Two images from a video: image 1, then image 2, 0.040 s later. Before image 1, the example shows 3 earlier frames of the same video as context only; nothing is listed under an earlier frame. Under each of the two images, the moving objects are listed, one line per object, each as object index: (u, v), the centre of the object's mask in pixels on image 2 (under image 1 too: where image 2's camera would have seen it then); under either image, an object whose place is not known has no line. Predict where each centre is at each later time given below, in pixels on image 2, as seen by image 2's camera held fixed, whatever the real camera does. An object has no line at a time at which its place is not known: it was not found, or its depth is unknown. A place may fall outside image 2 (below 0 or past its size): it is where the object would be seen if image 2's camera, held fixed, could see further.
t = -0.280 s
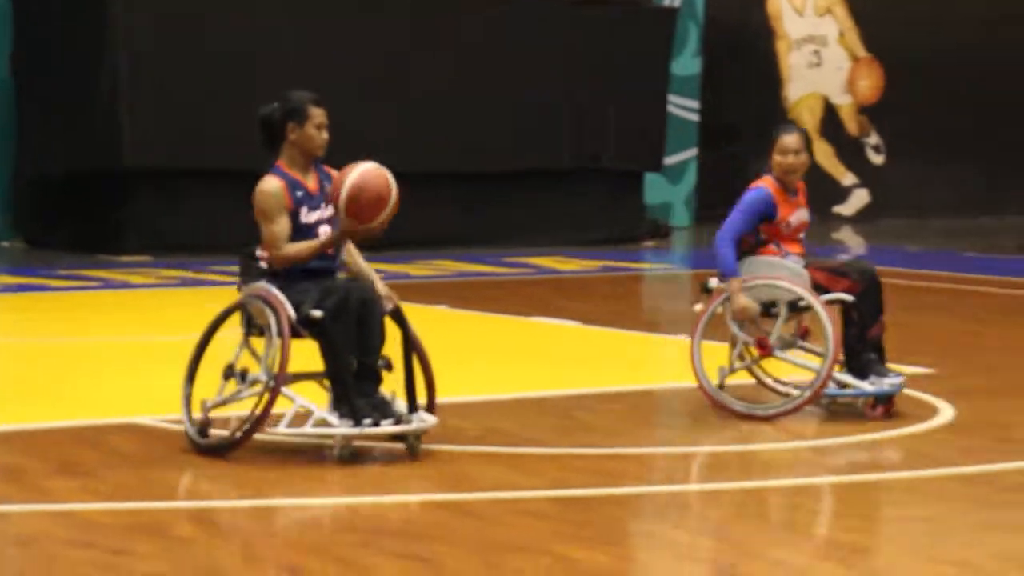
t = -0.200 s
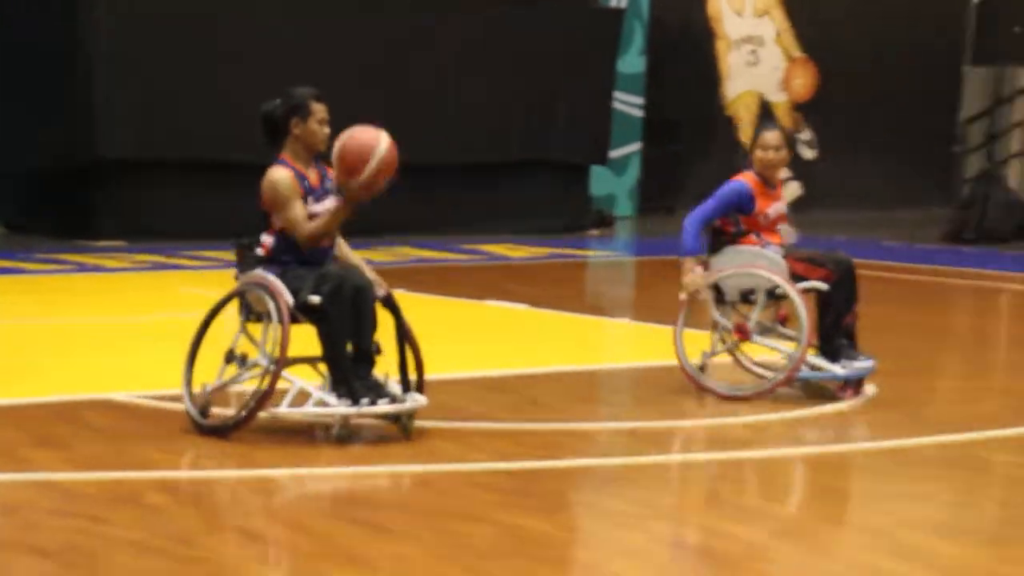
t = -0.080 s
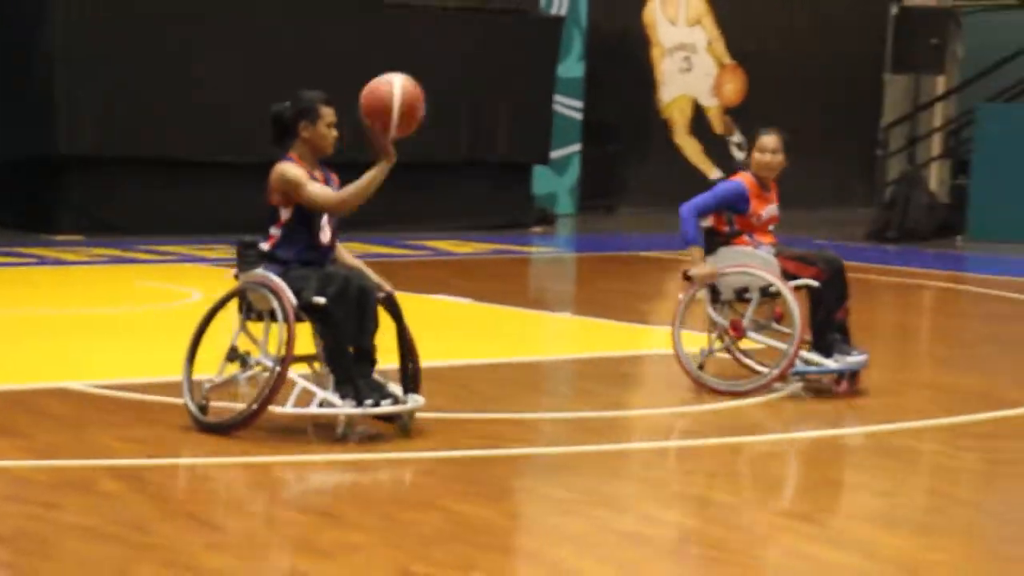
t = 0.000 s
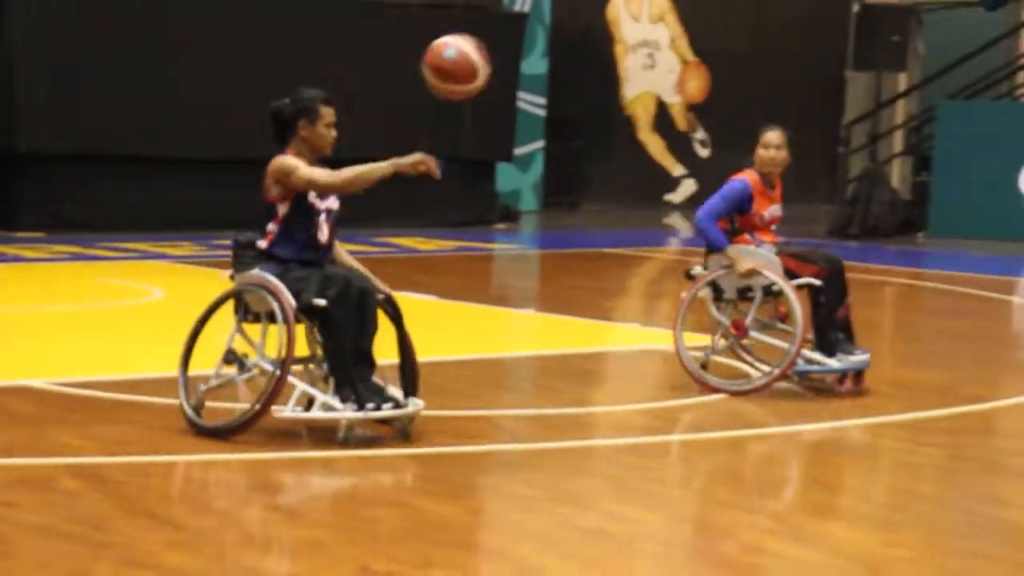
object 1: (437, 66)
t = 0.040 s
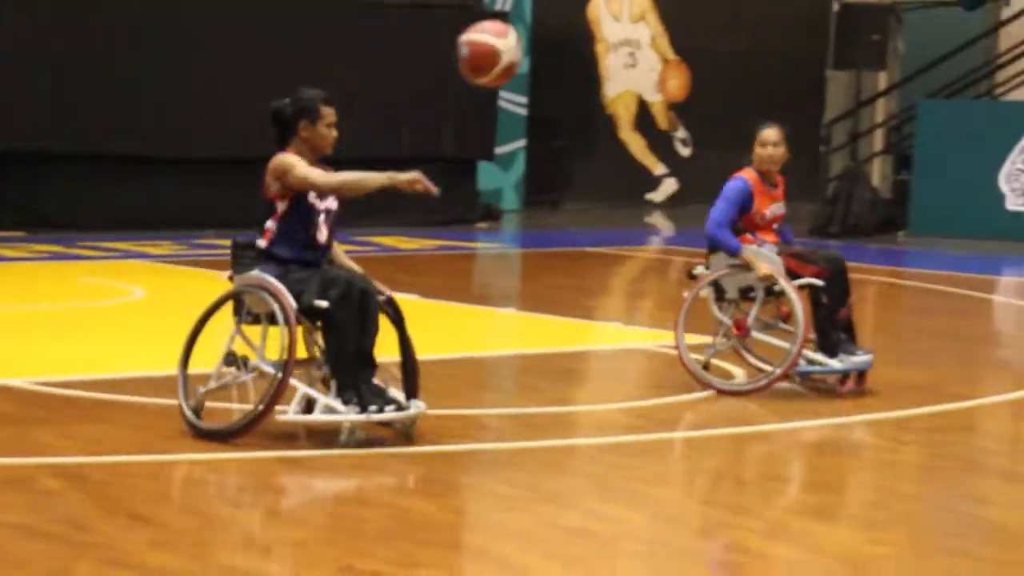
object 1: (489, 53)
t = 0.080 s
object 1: (540, 43)
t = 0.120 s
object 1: (588, 41)
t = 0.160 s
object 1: (637, 38)
